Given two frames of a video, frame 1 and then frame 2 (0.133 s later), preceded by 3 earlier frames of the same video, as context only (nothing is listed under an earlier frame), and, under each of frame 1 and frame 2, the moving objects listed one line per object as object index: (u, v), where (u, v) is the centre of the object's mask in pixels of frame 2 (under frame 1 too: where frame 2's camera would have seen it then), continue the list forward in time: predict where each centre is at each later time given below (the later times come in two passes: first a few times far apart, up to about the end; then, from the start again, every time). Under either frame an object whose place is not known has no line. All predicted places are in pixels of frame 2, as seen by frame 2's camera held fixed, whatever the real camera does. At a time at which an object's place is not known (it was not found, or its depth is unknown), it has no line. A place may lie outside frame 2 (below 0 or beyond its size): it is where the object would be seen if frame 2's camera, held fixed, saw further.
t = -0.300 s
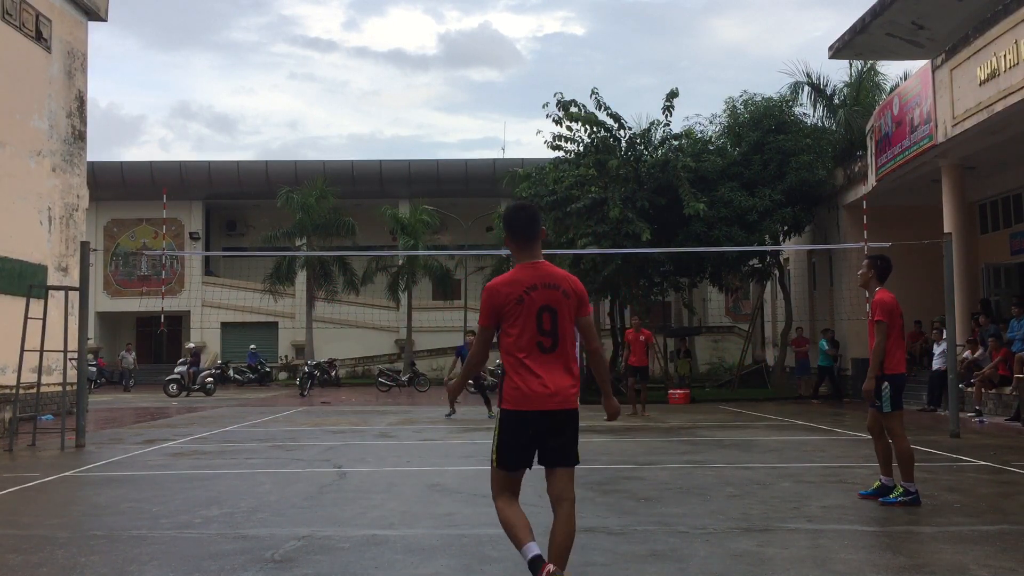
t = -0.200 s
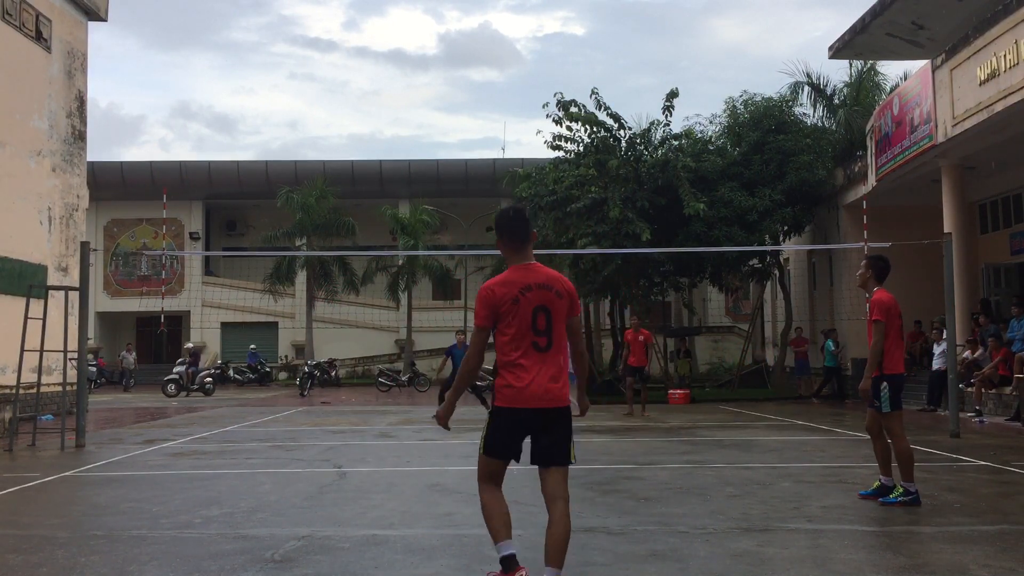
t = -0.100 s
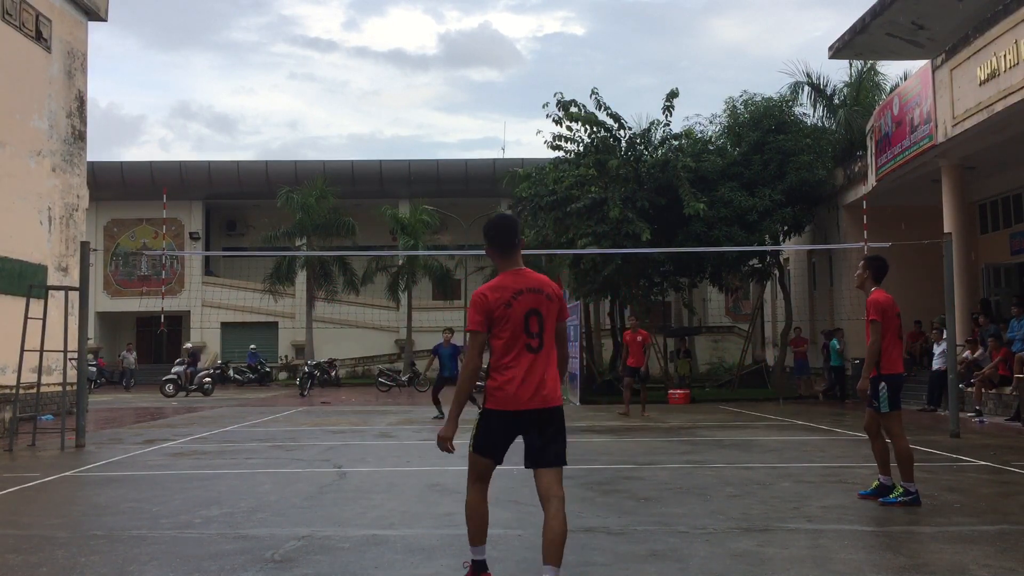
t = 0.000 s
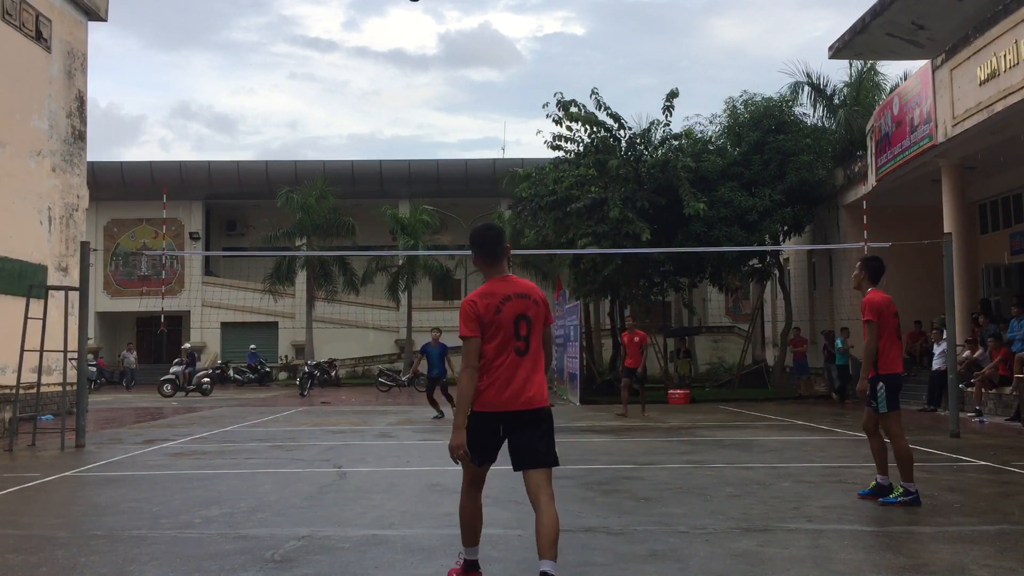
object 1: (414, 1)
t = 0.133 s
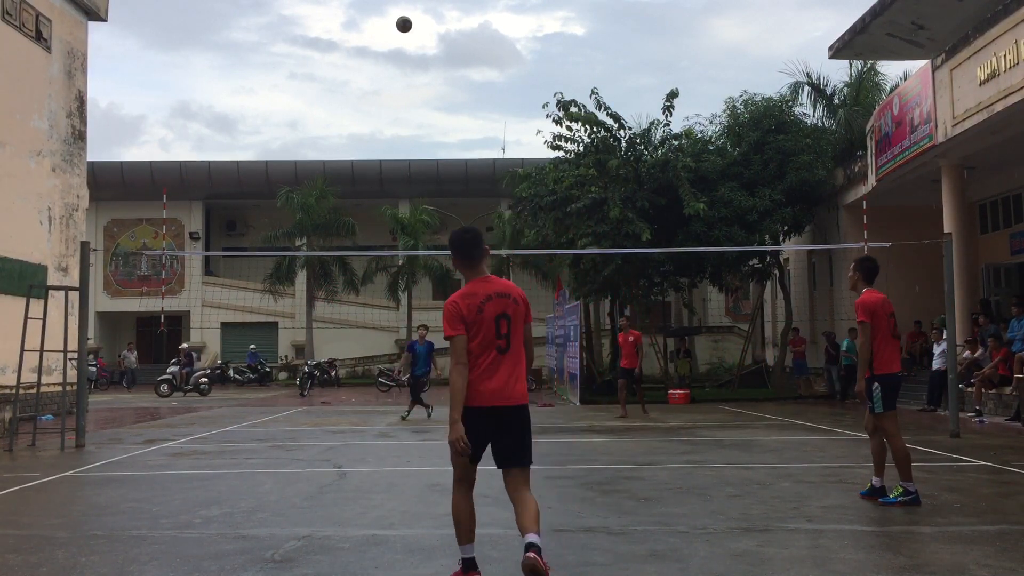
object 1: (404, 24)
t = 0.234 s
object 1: (398, 54)
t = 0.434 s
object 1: (389, 124)
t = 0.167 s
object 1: (402, 34)
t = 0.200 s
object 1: (400, 44)
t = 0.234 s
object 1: (398, 54)
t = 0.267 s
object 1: (396, 65)
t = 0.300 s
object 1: (394, 76)
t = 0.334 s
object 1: (393, 88)
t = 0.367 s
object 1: (391, 100)
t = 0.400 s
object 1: (390, 112)
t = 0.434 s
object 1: (389, 124)
